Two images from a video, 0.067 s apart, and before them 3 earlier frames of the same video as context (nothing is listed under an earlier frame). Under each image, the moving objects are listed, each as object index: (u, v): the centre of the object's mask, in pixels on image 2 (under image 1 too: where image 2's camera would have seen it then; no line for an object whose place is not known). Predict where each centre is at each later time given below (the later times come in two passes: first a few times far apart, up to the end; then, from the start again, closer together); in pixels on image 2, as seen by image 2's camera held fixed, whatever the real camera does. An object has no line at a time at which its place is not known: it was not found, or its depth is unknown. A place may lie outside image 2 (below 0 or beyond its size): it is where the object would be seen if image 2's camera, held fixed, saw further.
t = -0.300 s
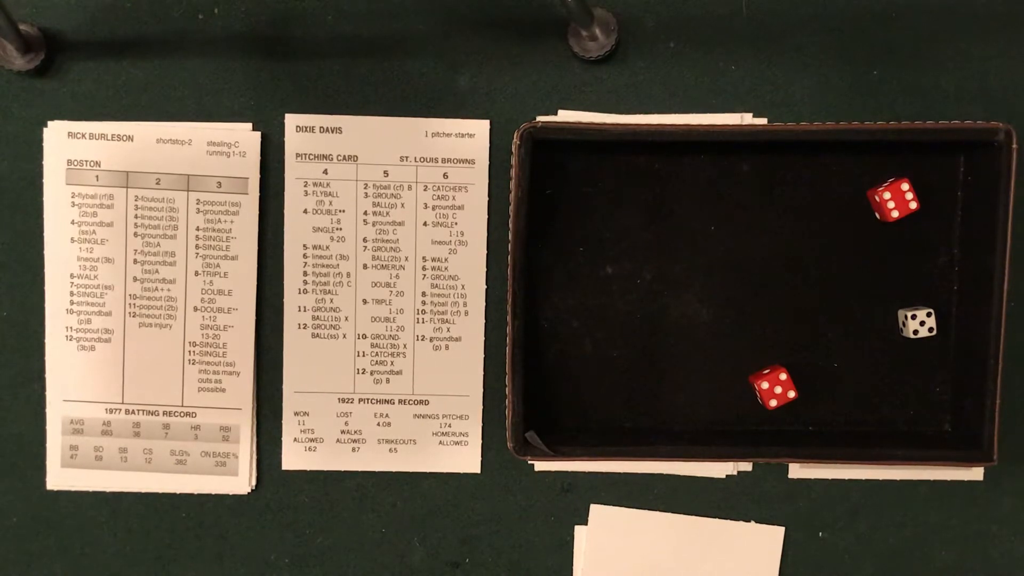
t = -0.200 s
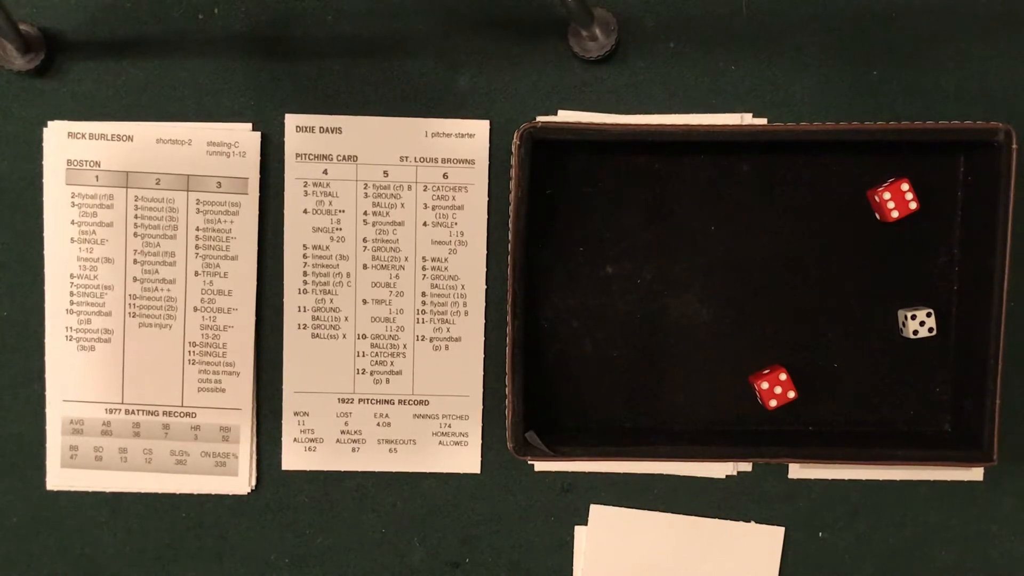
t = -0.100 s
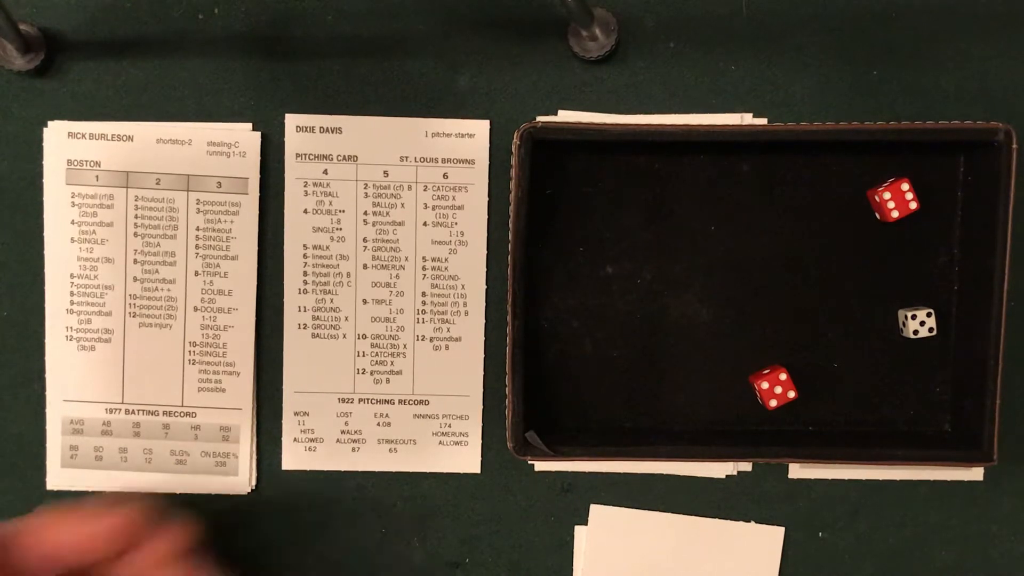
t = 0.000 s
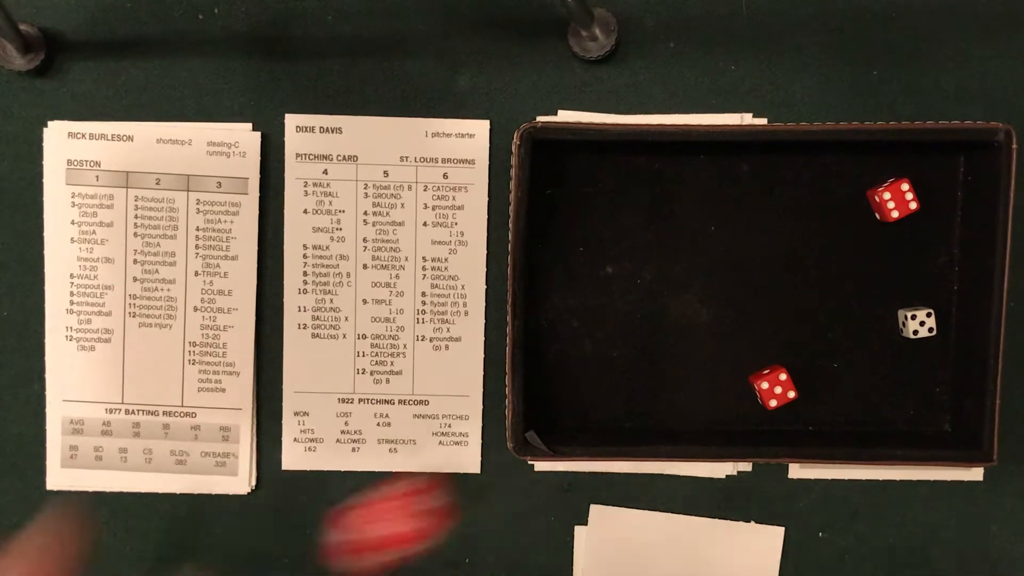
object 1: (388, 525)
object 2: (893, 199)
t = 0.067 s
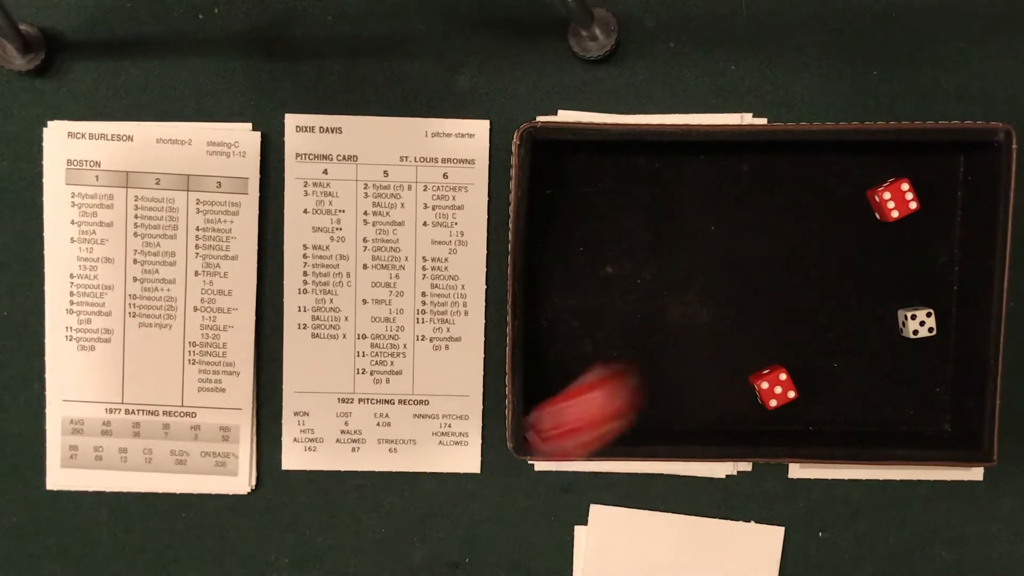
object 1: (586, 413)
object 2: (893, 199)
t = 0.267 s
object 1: (899, 270)
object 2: (892, 200)
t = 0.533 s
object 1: (879, 243)
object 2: (885, 189)
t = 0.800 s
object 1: (879, 246)
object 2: (885, 189)
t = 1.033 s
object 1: (879, 246)
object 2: (885, 189)
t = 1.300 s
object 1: (879, 246)
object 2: (885, 189)
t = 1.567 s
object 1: (879, 246)
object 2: (885, 189)
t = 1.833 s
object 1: (879, 246)
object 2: (885, 189)
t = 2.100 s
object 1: (879, 246)
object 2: (885, 189)
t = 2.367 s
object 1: (879, 246)
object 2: (885, 189)
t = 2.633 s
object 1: (879, 246)
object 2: (885, 189)
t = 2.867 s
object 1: (879, 246)
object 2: (885, 189)
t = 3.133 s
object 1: (879, 246)
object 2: (885, 189)
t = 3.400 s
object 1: (879, 246)
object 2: (885, 189)
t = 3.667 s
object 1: (879, 246)
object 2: (885, 189)
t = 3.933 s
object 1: (879, 246)
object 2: (885, 189)
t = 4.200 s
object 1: (879, 246)
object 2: (885, 189)
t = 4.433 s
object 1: (879, 246)
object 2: (885, 189)
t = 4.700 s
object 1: (879, 246)
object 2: (885, 189)
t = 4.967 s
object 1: (879, 246)
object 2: (885, 189)
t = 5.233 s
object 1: (879, 246)
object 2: (885, 189)
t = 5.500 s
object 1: (879, 246)
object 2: (885, 189)
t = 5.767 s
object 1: (879, 246)
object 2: (885, 189)
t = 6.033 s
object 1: (879, 246)
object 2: (885, 189)
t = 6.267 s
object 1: (879, 246)
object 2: (885, 189)
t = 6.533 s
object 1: (879, 246)
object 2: (885, 189)
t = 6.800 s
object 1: (879, 246)
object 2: (885, 189)
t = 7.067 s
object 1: (879, 246)
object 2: (885, 189)
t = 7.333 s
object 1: (879, 246)
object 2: (885, 189)
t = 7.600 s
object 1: (879, 246)
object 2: (885, 189)
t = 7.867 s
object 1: (879, 246)
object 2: (885, 189)
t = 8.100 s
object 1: (879, 246)
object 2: (884, 188)
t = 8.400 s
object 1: (879, 246)
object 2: (884, 189)
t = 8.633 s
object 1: (879, 246)
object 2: (884, 189)
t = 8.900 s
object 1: (879, 246)
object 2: (884, 189)
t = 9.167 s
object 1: (879, 246)
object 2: (884, 189)
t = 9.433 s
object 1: (879, 246)
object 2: (885, 189)
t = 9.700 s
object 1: (879, 246)
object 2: (884, 189)
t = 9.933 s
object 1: (879, 246)
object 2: (885, 189)
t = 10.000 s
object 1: (879, 246)
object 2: (885, 189)
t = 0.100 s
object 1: (657, 362)
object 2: (893, 199)
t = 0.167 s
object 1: (719, 322)
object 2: (893, 199)
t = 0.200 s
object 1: (780, 303)
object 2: (892, 200)
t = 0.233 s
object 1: (838, 283)
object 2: (892, 200)
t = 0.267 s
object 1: (899, 270)
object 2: (892, 200)
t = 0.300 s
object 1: (940, 258)
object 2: (892, 200)
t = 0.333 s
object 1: (927, 254)
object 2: (892, 200)
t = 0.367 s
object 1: (913, 248)
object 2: (892, 199)
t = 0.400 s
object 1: (899, 247)
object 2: (888, 191)
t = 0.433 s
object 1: (890, 248)
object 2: (885, 190)
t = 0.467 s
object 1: (882, 244)
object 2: (885, 190)
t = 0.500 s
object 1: (879, 241)
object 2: (885, 189)
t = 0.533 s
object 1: (879, 243)
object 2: (885, 189)
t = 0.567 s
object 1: (879, 246)
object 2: (885, 189)
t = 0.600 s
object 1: (879, 245)
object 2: (885, 189)
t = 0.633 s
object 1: (879, 246)
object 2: (885, 189)
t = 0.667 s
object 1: (879, 246)
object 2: (885, 189)
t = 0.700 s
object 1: (879, 246)
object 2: (885, 189)
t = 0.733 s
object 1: (879, 246)
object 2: (885, 189)
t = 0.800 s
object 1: (879, 246)
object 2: (885, 189)
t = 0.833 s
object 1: (879, 246)
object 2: (885, 189)
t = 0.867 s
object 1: (879, 246)
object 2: (885, 189)
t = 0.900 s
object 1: (879, 246)
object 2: (885, 189)
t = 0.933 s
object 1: (879, 246)
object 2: (885, 189)
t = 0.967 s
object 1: (879, 246)
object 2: (885, 189)
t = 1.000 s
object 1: (879, 246)
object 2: (885, 189)
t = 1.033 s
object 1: (879, 246)
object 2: (885, 189)
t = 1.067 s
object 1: (879, 246)
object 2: (885, 189)
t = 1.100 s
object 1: (879, 246)
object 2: (885, 189)
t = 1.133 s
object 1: (879, 246)
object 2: (885, 189)
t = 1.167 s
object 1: (879, 246)
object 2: (885, 189)
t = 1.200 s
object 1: (879, 246)
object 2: (885, 189)
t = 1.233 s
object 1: (879, 246)
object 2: (885, 189)
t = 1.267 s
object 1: (879, 246)
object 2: (885, 189)
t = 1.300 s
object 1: (879, 246)
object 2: (885, 189)
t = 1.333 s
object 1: (879, 246)
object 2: (885, 189)
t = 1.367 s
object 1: (879, 246)
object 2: (885, 189)
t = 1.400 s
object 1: (879, 246)
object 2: (885, 189)
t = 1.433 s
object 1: (879, 246)
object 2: (885, 189)
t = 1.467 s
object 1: (879, 246)
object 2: (885, 189)
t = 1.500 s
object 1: (879, 246)
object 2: (885, 189)
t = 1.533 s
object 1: (879, 246)
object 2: (885, 189)
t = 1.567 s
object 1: (879, 246)
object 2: (885, 189)
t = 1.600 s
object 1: (879, 246)
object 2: (885, 189)
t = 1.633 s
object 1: (879, 246)
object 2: (885, 189)
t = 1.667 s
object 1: (879, 246)
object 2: (885, 189)
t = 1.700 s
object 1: (879, 246)
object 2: (885, 189)
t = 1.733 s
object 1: (879, 246)
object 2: (885, 189)
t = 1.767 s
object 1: (879, 246)
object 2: (885, 189)
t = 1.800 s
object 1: (879, 246)
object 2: (885, 189)
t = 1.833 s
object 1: (879, 246)
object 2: (885, 189)
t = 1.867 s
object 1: (879, 246)
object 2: (885, 189)
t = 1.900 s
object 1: (879, 246)
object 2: (885, 189)
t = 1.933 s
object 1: (879, 246)
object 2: (885, 189)
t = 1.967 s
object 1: (879, 246)
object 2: (885, 189)
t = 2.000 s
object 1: (879, 246)
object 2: (885, 189)
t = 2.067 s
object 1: (879, 246)
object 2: (885, 189)
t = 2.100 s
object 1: (879, 246)
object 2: (885, 189)
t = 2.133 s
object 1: (879, 246)
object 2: (885, 189)
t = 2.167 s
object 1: (879, 246)
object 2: (885, 189)
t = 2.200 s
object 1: (879, 246)
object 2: (885, 189)
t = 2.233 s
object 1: (879, 246)
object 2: (885, 189)
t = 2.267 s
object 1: (879, 246)
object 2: (885, 189)
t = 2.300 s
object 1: (879, 246)
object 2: (885, 189)
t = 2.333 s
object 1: (879, 246)
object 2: (885, 189)
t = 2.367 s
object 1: (879, 246)
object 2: (885, 189)
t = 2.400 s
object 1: (879, 246)
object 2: (885, 189)
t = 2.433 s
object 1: (879, 246)
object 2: (885, 189)
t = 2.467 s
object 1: (879, 246)
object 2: (885, 189)
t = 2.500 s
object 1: (879, 246)
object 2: (885, 189)
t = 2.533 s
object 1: (879, 246)
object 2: (885, 189)
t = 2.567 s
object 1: (879, 246)
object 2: (885, 189)
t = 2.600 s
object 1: (879, 246)
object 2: (885, 189)
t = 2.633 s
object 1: (879, 246)
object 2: (885, 189)
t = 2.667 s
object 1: (879, 246)
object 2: (885, 189)
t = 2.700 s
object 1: (879, 246)
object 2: (885, 189)
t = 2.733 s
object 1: (879, 246)
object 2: (885, 189)
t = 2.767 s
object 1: (879, 246)
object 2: (885, 189)
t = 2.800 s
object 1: (879, 246)
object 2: (885, 189)
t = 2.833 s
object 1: (879, 246)
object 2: (885, 189)
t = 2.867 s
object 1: (879, 246)
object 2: (885, 189)
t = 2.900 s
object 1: (879, 246)
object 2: (885, 189)
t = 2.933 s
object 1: (879, 246)
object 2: (885, 189)
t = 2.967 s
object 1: (879, 246)
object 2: (885, 189)
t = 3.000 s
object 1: (879, 246)
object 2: (885, 189)
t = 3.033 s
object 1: (879, 246)
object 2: (885, 189)
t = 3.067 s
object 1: (879, 246)
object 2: (885, 189)
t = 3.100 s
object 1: (879, 246)
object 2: (885, 189)
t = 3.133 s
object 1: (879, 246)
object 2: (885, 189)
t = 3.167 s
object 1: (879, 246)
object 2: (885, 189)
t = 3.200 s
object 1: (879, 246)
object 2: (885, 189)
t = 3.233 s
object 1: (879, 246)
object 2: (885, 189)
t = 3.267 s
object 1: (879, 246)
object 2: (885, 189)
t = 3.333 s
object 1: (879, 246)
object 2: (885, 189)
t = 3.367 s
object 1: (879, 246)
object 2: (885, 189)
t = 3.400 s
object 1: (879, 246)
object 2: (885, 189)
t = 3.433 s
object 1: (879, 246)
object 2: (885, 189)
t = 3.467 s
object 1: (879, 246)
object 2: (885, 189)
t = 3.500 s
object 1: (879, 246)
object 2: (885, 189)
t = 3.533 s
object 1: (879, 246)
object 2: (885, 189)
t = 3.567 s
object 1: (879, 246)
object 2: (885, 189)
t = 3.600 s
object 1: (879, 246)
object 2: (885, 189)
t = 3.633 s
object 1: (879, 246)
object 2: (885, 189)
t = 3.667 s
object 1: (879, 246)
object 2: (885, 189)
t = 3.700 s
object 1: (879, 246)
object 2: (885, 189)
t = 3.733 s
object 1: (879, 246)
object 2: (885, 189)
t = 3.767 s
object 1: (879, 246)
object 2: (885, 189)
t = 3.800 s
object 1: (879, 246)
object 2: (885, 189)
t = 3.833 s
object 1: (879, 246)
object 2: (885, 189)
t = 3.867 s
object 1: (879, 246)
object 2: (885, 189)
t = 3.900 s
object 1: (879, 246)
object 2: (885, 189)
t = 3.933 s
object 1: (879, 246)
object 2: (885, 189)
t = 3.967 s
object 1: (879, 246)
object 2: (885, 189)
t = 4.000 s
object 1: (879, 246)
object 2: (885, 189)
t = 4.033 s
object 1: (879, 246)
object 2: (885, 189)
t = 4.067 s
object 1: (879, 246)
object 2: (885, 189)
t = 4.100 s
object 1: (879, 246)
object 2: (885, 189)
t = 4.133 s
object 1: (879, 246)
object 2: (885, 189)
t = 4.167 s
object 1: (879, 246)
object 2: (885, 189)
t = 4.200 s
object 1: (879, 246)
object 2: (885, 189)
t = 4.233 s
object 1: (879, 246)
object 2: (885, 189)
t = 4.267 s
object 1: (879, 246)
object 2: (885, 189)
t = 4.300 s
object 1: (879, 246)
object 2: (885, 189)
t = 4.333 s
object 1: (879, 246)
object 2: (885, 189)
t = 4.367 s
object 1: (879, 246)
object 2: (885, 189)
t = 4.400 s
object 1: (879, 246)
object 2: (885, 189)
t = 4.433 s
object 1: (879, 246)
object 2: (885, 189)
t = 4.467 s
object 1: (879, 246)
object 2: (885, 189)
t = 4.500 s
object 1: (879, 246)
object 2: (885, 189)
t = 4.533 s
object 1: (879, 246)
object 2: (885, 189)
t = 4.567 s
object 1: (879, 246)
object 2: (885, 189)
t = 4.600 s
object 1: (879, 246)
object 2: (885, 189)
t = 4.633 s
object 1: (879, 246)
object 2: (885, 189)
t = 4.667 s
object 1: (879, 246)
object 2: (885, 189)
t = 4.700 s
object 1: (879, 246)
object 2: (885, 189)
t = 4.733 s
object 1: (879, 246)
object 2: (885, 189)
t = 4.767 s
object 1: (879, 246)
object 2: (885, 189)
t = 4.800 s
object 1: (879, 246)
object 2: (885, 189)
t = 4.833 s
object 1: (879, 246)
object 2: (885, 189)
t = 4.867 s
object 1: (879, 246)
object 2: (885, 189)
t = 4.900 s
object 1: (879, 246)
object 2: (885, 189)
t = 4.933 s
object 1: (879, 246)
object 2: (885, 189)
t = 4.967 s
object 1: (879, 246)
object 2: (885, 189)
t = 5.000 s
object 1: (879, 246)
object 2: (885, 189)
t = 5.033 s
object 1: (879, 246)
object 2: (885, 189)
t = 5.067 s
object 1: (879, 246)
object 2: (885, 189)
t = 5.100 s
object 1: (879, 246)
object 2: (885, 189)
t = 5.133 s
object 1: (879, 246)
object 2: (885, 189)
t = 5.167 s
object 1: (879, 246)
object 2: (885, 189)
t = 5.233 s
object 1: (879, 246)
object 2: (885, 189)
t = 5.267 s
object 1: (879, 246)
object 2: (885, 189)
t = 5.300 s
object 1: (879, 246)
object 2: (885, 189)
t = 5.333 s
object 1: (879, 246)
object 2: (885, 189)
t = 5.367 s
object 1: (879, 246)
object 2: (885, 189)
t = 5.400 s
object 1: (879, 246)
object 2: (885, 189)
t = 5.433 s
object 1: (879, 246)
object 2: (885, 189)
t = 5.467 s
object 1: (879, 246)
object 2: (885, 189)
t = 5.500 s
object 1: (879, 246)
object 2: (885, 189)
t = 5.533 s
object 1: (879, 246)
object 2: (885, 189)
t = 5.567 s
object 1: (879, 246)
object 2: (885, 189)
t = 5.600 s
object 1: (879, 246)
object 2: (885, 189)
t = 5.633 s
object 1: (879, 246)
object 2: (885, 189)
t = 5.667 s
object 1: (879, 246)
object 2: (885, 189)
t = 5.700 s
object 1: (879, 246)
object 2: (885, 189)
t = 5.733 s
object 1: (879, 246)
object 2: (885, 189)
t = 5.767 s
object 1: (879, 246)
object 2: (885, 189)
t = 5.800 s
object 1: (879, 246)
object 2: (885, 189)
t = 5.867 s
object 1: (879, 246)
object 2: (885, 189)
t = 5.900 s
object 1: (879, 246)
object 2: (885, 189)
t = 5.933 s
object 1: (879, 246)
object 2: (885, 189)
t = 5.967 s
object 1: (879, 246)
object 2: (885, 189)
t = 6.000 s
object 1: (879, 246)
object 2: (885, 189)
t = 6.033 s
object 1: (879, 246)
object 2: (885, 189)
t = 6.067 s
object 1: (879, 246)
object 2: (885, 189)
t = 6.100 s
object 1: (879, 246)
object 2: (885, 189)
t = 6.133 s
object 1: (879, 246)
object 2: (885, 189)
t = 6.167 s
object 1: (879, 246)
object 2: (885, 189)
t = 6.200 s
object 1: (879, 246)
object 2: (885, 189)
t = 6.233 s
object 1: (879, 246)
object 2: (885, 189)
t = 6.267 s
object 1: (879, 246)
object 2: (885, 189)
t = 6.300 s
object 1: (879, 246)
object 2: (885, 189)
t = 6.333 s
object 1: (879, 246)
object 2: (885, 189)
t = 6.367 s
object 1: (879, 246)
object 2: (885, 189)
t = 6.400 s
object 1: (879, 246)
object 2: (885, 189)
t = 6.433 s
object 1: (879, 246)
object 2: (885, 189)
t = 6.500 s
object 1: (879, 246)
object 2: (885, 189)
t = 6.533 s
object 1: (879, 246)
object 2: (885, 189)
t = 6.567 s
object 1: (879, 246)
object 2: (885, 189)
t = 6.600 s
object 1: (879, 246)
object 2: (885, 189)
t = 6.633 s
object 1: (879, 246)
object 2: (885, 189)
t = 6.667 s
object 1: (879, 246)
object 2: (885, 189)
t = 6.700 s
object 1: (879, 246)
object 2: (885, 189)
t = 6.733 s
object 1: (879, 246)
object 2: (885, 189)
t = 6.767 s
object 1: (879, 246)
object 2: (885, 189)
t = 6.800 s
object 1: (879, 246)
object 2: (885, 189)
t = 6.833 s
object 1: (879, 246)
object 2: (885, 189)
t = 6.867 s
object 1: (879, 246)
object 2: (885, 189)
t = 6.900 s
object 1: (879, 246)
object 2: (885, 189)
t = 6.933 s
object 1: (879, 246)
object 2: (885, 189)
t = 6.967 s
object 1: (879, 246)
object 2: (885, 189)
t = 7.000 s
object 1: (879, 246)
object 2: (885, 189)
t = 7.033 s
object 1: (879, 246)
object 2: (885, 189)
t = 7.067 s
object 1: (879, 246)
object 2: (885, 189)
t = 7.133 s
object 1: (879, 246)
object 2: (885, 189)
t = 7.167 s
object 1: (879, 246)
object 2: (885, 189)
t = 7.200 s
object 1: (879, 246)
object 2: (885, 189)
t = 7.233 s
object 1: (879, 246)
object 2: (885, 189)
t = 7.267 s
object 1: (879, 246)
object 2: (885, 189)
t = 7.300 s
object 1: (879, 246)
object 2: (885, 189)
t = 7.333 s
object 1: (879, 246)
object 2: (885, 189)
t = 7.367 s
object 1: (879, 246)
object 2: (885, 189)
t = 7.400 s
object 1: (879, 246)
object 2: (885, 189)
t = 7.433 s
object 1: (879, 246)
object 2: (885, 189)
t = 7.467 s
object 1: (879, 246)
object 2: (885, 189)
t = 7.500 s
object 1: (879, 246)
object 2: (885, 189)
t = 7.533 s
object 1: (879, 246)
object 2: (884, 189)
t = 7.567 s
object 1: (879, 246)
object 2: (884, 189)
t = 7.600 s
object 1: (879, 246)
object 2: (885, 189)
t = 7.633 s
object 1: (879, 246)
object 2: (885, 189)
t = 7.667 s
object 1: (879, 246)
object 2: (885, 189)
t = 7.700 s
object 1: (879, 246)
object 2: (884, 189)
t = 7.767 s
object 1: (879, 246)
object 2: (885, 189)
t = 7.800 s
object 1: (879, 246)
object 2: (885, 189)
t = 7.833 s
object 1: (879, 246)
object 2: (885, 189)
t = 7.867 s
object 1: (879, 246)
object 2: (885, 189)
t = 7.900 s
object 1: (879, 246)
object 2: (884, 188)
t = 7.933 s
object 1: (879, 246)
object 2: (884, 188)
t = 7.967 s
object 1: (879, 246)
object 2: (884, 188)
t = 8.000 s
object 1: (879, 246)
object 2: (884, 188)
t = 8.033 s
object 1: (879, 246)
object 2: (884, 188)
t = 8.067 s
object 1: (879, 246)
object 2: (884, 188)
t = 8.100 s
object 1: (879, 246)
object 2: (884, 188)
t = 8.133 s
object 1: (879, 246)
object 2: (884, 188)
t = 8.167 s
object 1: (879, 246)
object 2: (884, 188)
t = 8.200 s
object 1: (879, 246)
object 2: (884, 188)
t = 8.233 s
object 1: (879, 246)
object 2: (884, 188)
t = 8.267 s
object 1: (879, 246)
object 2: (884, 188)
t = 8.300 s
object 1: (879, 246)
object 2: (884, 188)
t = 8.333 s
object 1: (879, 246)
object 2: (884, 188)
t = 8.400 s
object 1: (879, 246)
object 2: (884, 189)
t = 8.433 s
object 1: (879, 246)
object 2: (884, 188)
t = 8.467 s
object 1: (879, 246)
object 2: (884, 189)
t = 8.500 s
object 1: (879, 246)
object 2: (884, 189)
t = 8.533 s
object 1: (879, 246)
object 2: (884, 189)
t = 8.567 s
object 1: (879, 246)
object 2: (884, 189)
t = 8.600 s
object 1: (879, 246)
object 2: (884, 189)
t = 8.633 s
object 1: (879, 246)
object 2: (884, 189)
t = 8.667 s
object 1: (879, 246)
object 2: (884, 189)
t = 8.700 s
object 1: (879, 246)
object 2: (884, 189)
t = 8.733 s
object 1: (879, 246)
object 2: (884, 189)
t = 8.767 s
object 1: (879, 246)
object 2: (884, 189)
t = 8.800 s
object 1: (879, 246)
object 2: (884, 189)
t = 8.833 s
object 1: (879, 246)
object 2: (884, 189)
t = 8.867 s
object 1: (879, 246)
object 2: (884, 189)
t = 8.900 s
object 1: (879, 246)
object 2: (884, 189)
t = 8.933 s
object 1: (879, 246)
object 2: (884, 189)
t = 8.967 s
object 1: (879, 246)
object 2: (884, 189)
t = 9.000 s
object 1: (879, 246)
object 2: (884, 189)
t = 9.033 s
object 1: (879, 246)
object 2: (884, 189)
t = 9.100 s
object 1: (879, 246)
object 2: (884, 189)
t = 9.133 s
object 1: (879, 246)
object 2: (884, 189)
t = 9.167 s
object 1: (879, 246)
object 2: (884, 189)
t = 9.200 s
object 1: (879, 246)
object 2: (884, 189)
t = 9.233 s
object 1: (879, 246)
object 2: (884, 189)
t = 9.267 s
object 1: (879, 246)
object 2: (884, 189)
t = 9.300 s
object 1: (879, 246)
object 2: (884, 189)
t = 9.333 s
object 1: (879, 246)
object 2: (884, 189)
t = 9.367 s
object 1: (879, 246)
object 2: (884, 189)
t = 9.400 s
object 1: (879, 246)
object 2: (885, 189)
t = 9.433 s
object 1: (879, 246)
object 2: (885, 189)
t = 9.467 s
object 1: (879, 246)
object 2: (884, 189)
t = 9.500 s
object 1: (879, 246)
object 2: (884, 189)
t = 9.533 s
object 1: (879, 246)
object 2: (885, 189)
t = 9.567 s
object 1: (879, 246)
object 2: (885, 189)
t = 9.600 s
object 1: (879, 246)
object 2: (884, 189)
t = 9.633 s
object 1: (879, 246)
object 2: (884, 189)
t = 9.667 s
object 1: (879, 246)
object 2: (884, 189)
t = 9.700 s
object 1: (879, 246)
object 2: (884, 189)
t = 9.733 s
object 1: (879, 246)
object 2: (884, 189)
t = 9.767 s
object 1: (879, 246)
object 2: (884, 189)
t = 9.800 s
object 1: (879, 246)
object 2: (884, 189)
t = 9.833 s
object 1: (879, 246)
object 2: (884, 189)
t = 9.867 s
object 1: (879, 246)
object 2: (884, 189)
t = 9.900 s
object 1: (879, 246)
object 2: (885, 189)
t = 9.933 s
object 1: (879, 246)
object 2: (885, 189)
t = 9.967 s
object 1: (879, 246)
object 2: (885, 189)
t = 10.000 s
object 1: (879, 246)
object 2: (885, 189)
